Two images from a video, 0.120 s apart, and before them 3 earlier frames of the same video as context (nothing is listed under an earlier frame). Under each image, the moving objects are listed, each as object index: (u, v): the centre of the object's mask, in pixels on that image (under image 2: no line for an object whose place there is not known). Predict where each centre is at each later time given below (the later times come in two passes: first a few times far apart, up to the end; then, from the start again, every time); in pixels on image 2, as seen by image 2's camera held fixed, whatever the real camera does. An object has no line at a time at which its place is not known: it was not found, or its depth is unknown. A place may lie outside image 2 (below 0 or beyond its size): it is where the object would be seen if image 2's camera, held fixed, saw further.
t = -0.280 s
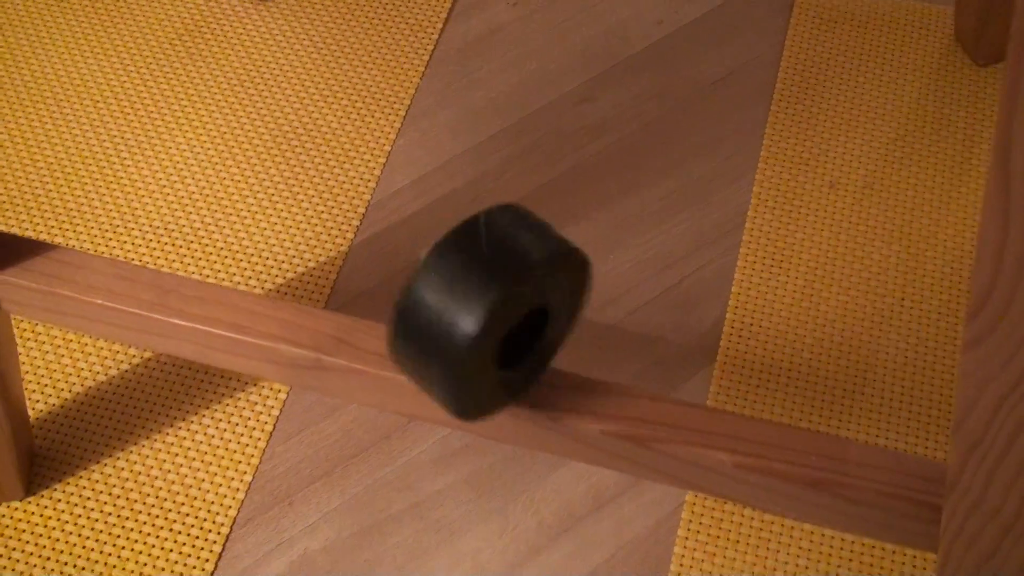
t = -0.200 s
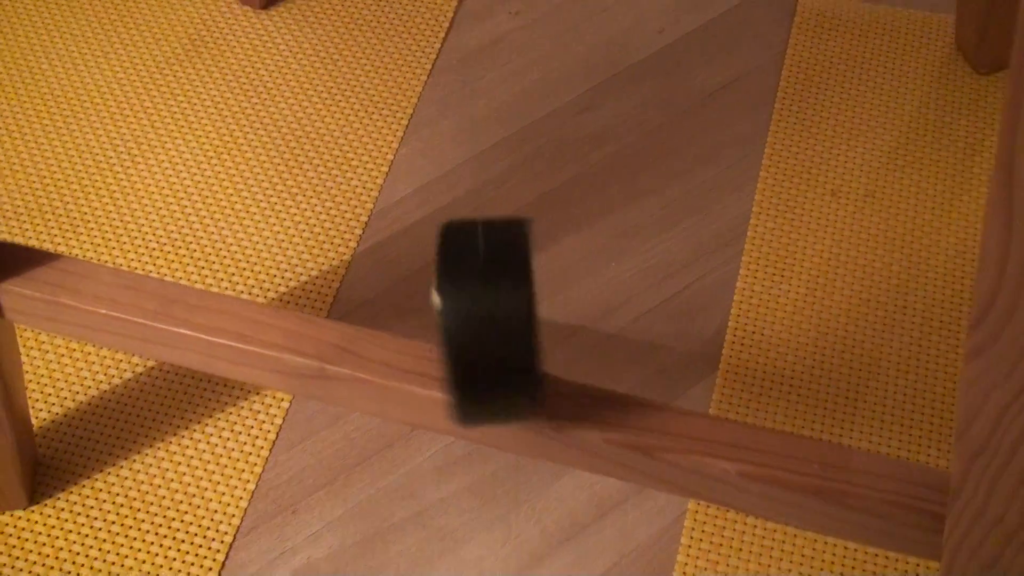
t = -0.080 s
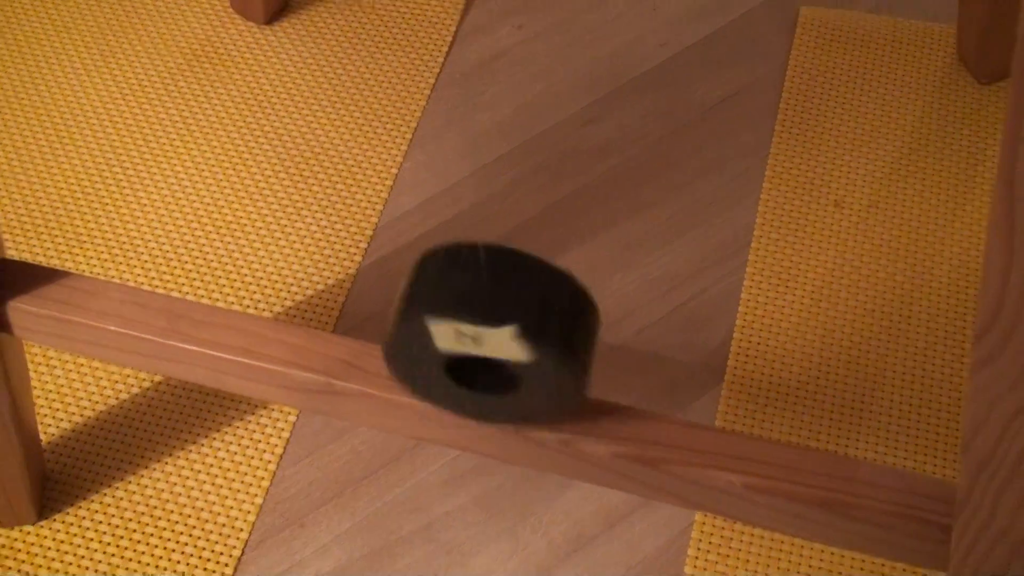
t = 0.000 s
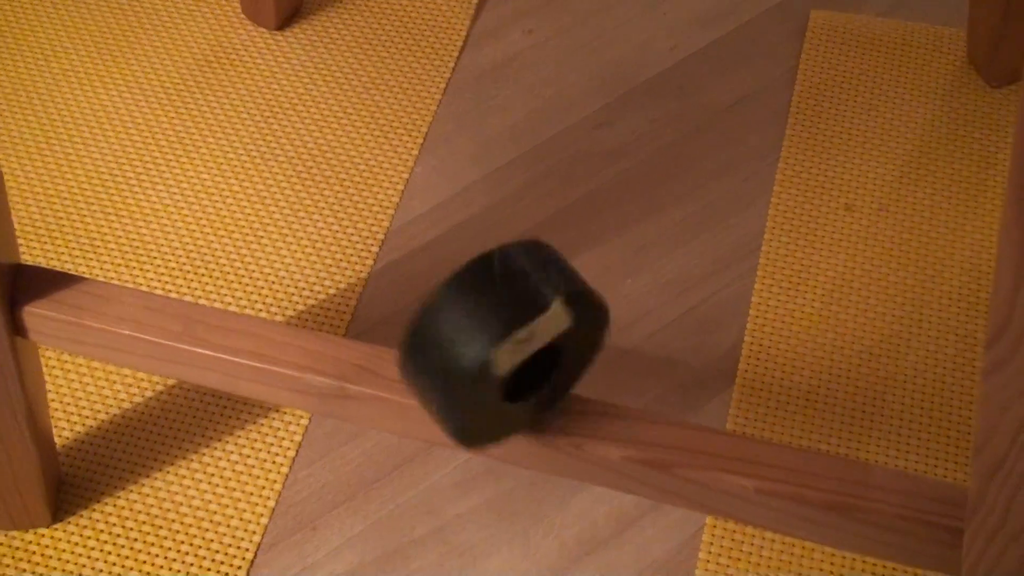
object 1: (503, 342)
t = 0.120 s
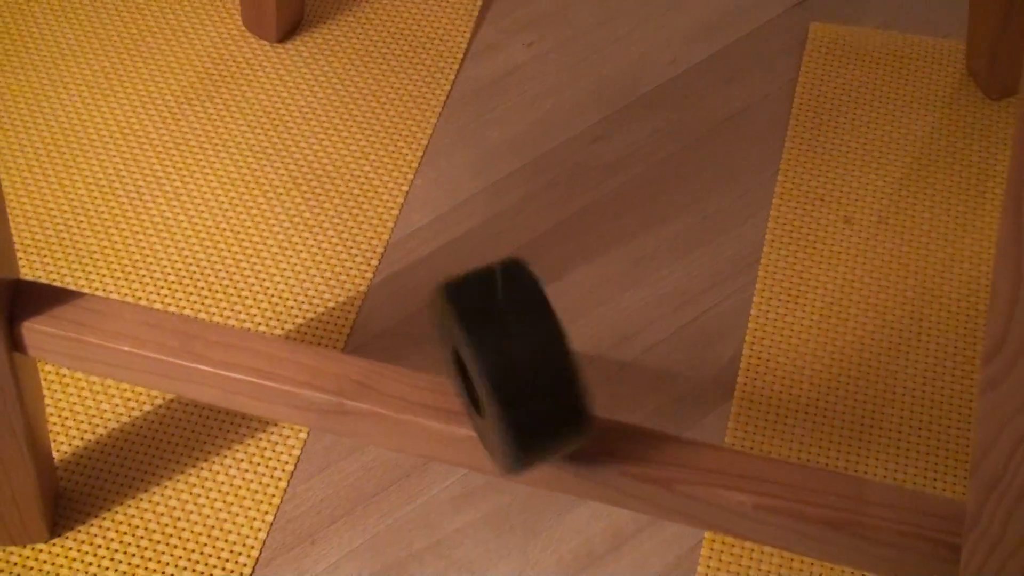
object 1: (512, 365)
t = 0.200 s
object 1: (514, 366)
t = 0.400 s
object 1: (529, 370)
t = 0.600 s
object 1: (524, 365)
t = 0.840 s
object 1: (510, 356)
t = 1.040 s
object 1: (502, 356)
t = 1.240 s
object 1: (499, 366)
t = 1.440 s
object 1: (515, 369)
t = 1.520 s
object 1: (517, 372)
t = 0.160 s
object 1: (514, 365)
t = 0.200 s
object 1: (514, 366)
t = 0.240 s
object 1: (515, 368)
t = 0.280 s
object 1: (516, 369)
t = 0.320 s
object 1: (516, 371)
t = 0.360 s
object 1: (519, 371)
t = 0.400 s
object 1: (529, 370)
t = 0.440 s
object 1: (531, 369)
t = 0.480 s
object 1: (532, 368)
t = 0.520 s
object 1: (531, 366)
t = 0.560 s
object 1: (527, 366)
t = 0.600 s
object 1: (524, 365)
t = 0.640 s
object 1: (520, 363)
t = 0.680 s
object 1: (523, 361)
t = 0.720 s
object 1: (524, 360)
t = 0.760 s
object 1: (520, 357)
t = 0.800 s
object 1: (516, 356)
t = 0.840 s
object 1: (510, 356)
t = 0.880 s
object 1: (504, 355)
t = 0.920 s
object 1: (500, 358)
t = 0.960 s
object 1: (497, 357)
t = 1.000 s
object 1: (504, 356)
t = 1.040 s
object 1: (502, 356)
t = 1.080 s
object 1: (501, 358)
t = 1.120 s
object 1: (499, 357)
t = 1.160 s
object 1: (498, 360)
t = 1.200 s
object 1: (497, 364)
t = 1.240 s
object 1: (499, 366)
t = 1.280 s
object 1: (507, 366)
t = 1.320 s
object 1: (511, 367)
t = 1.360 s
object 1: (512, 367)
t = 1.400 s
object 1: (514, 368)
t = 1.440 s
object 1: (515, 369)
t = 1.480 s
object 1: (515, 369)
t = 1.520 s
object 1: (517, 372)
